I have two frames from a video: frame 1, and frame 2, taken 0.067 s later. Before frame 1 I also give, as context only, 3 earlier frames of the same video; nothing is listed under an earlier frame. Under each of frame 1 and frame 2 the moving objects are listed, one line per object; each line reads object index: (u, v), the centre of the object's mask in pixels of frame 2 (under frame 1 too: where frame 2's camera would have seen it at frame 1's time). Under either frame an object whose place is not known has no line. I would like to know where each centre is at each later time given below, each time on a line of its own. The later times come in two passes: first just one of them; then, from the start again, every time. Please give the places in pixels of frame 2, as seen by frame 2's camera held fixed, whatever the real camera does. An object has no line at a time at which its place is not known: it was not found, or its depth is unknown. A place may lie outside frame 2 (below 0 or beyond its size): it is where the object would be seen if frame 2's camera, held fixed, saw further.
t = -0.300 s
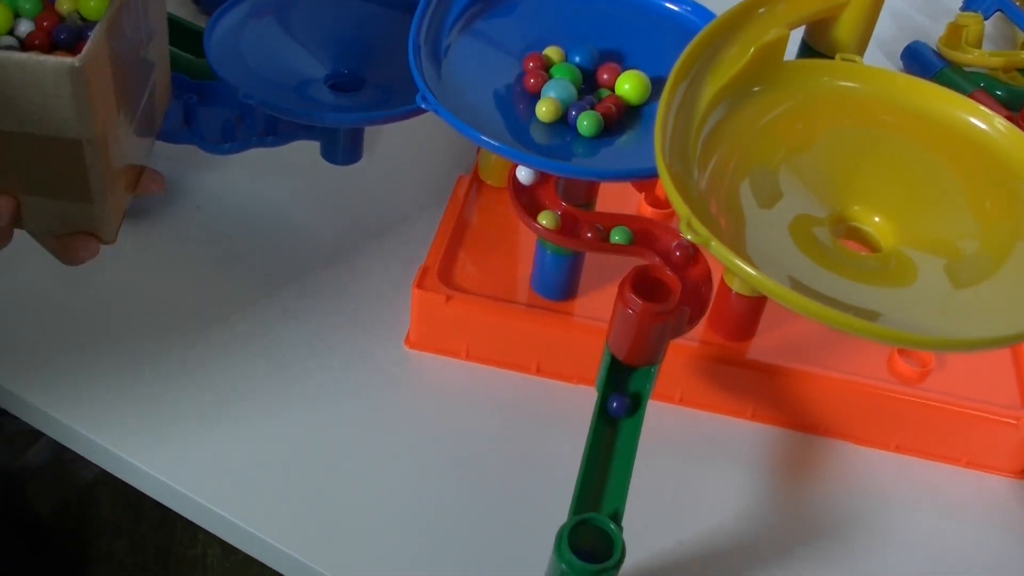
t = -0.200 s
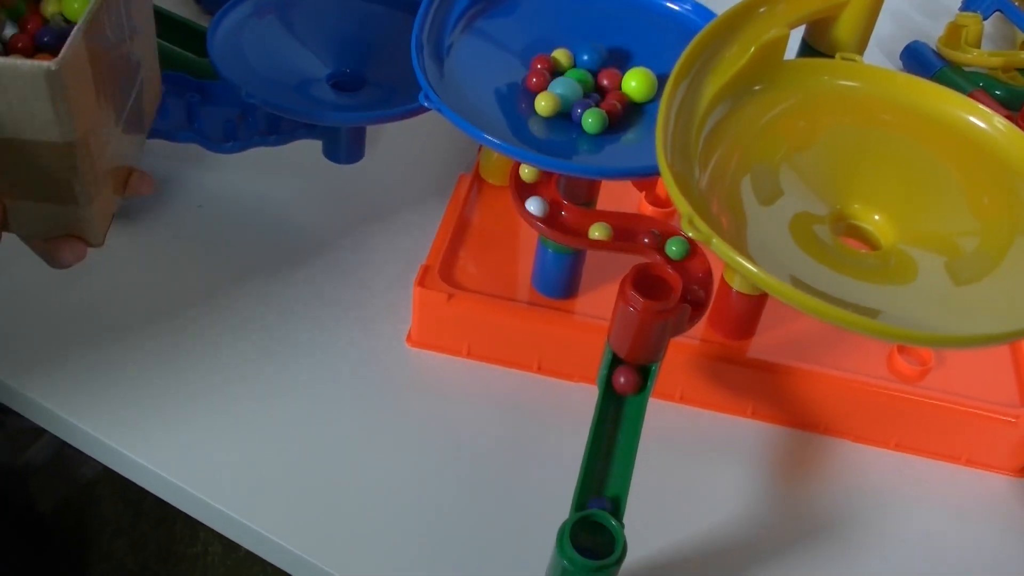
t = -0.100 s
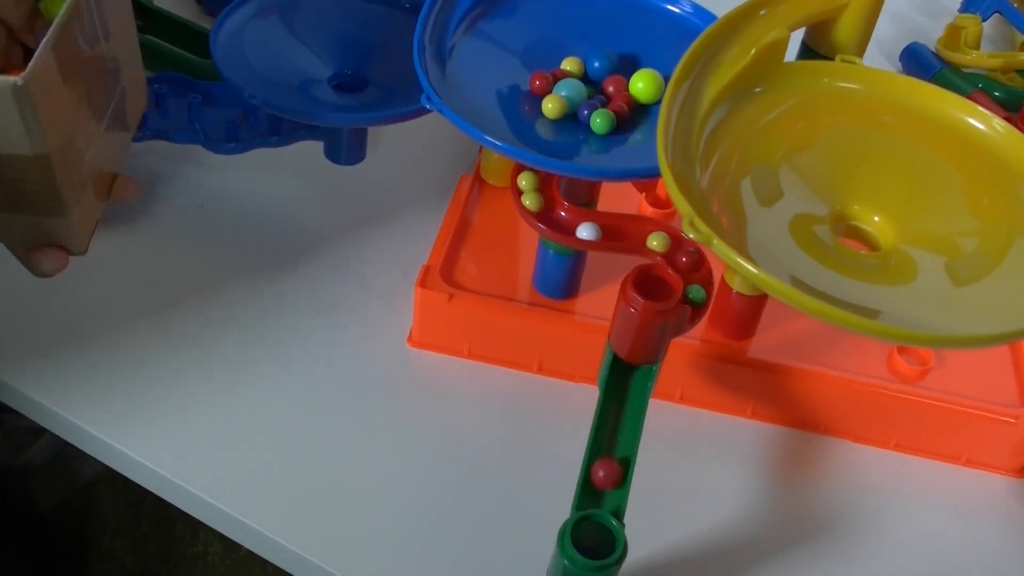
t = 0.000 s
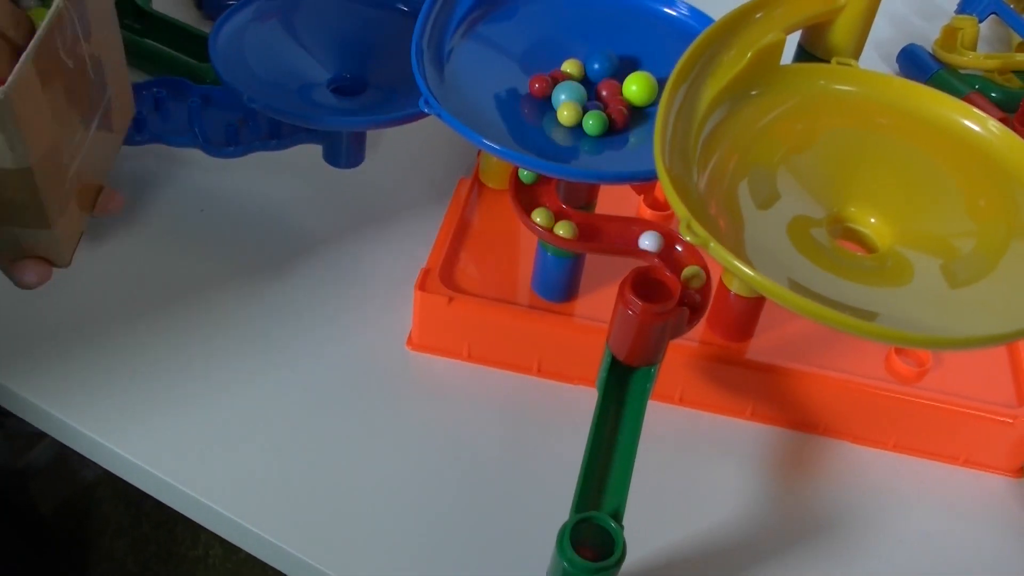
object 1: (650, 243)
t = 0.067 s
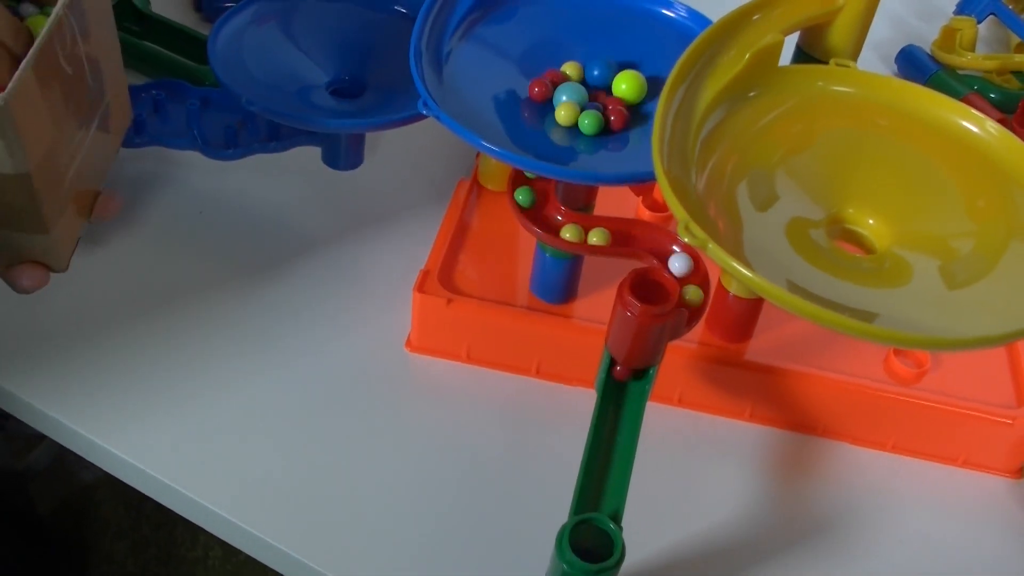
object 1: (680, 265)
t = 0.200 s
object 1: (686, 310)
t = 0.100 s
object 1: (691, 280)
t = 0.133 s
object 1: (693, 292)
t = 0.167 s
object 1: (690, 301)
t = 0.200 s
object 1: (686, 310)
